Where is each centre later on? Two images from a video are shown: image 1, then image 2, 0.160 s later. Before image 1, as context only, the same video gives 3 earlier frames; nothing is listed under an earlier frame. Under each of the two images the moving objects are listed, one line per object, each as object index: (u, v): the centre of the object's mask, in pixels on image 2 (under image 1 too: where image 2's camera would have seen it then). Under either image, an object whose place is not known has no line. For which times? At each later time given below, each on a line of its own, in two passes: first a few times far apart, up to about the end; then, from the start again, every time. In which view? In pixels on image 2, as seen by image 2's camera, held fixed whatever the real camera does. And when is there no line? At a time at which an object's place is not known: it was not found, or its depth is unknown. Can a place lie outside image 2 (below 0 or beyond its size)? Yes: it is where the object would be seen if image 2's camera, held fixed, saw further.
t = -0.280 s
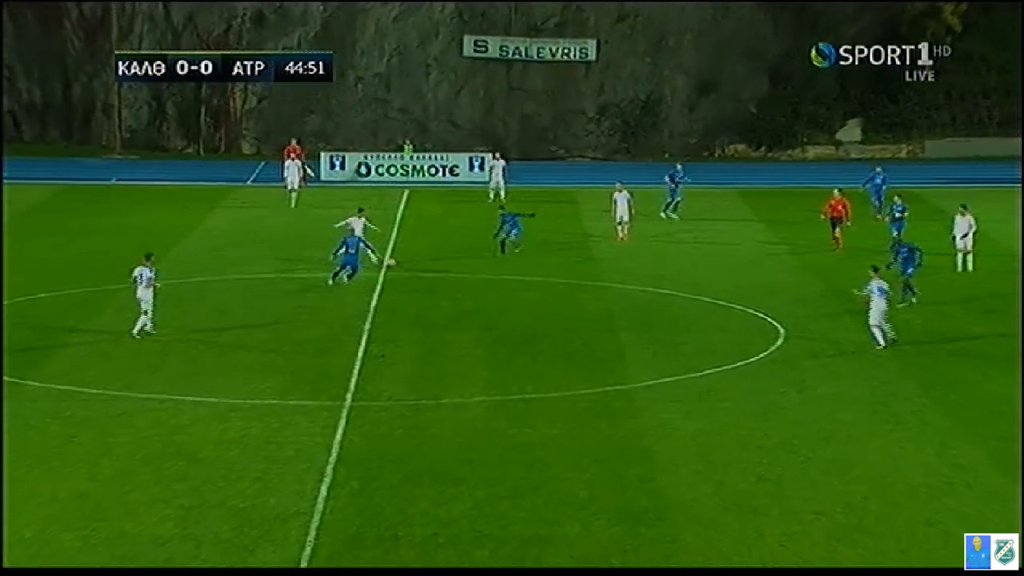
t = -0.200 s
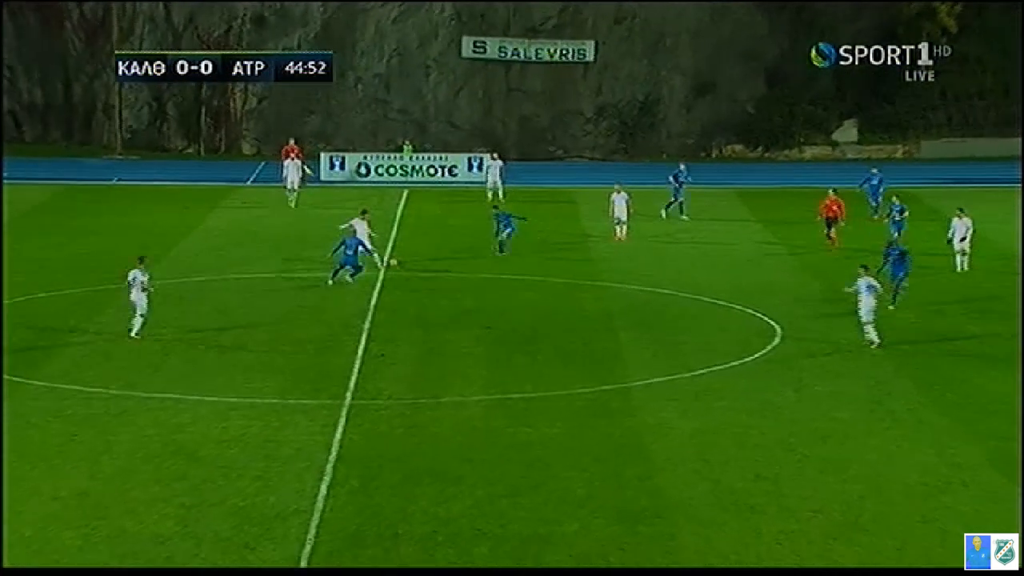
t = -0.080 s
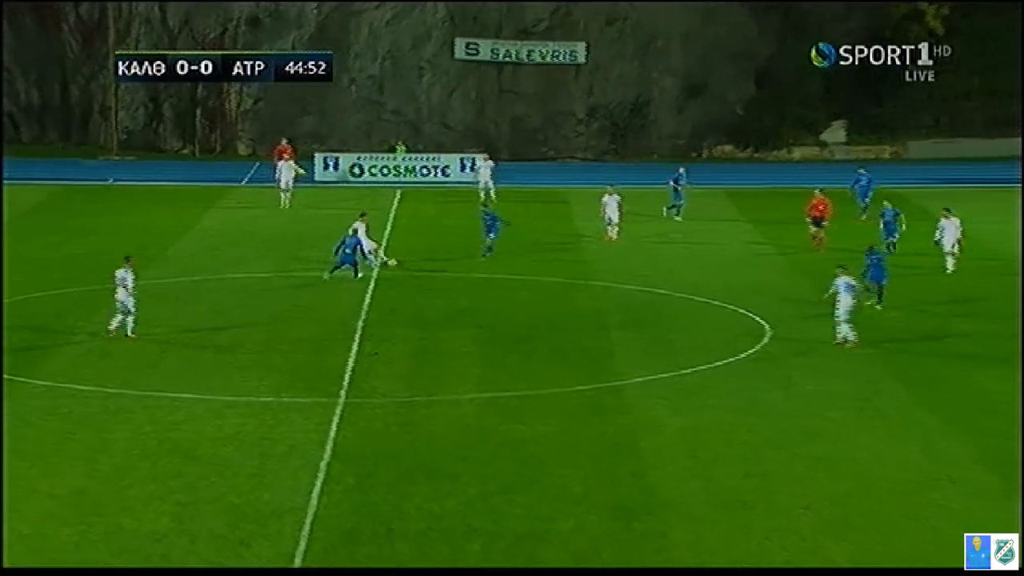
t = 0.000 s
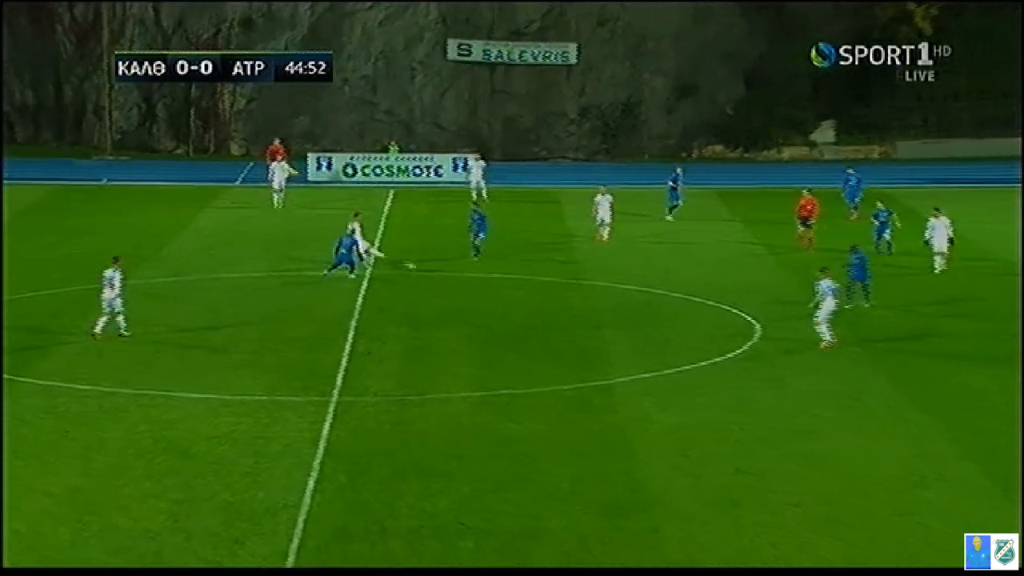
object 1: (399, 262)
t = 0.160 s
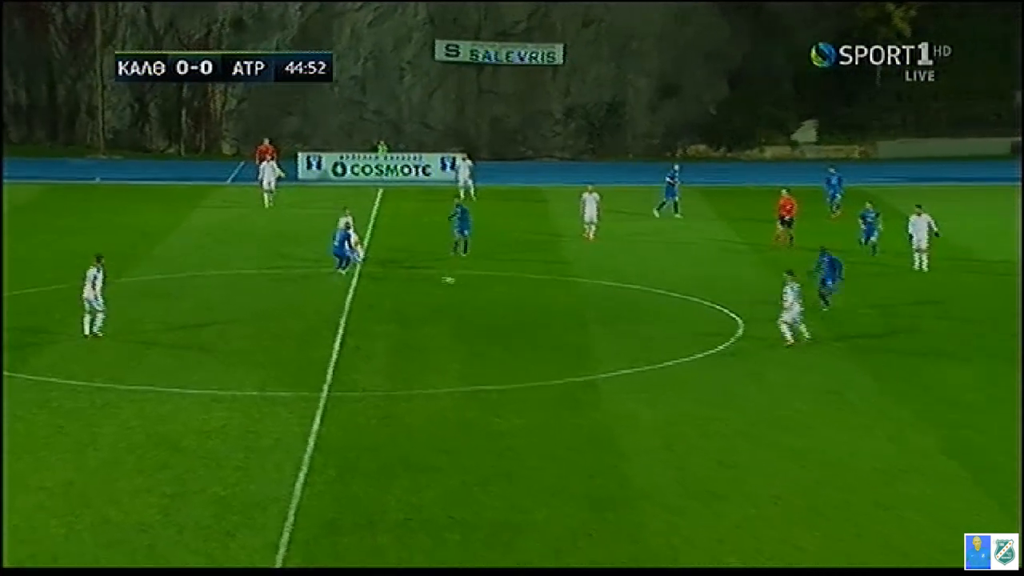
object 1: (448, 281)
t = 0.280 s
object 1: (482, 288)
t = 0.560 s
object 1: (554, 312)
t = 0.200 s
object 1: (459, 281)
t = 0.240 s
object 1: (470, 284)
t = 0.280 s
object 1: (482, 288)
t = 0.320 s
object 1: (492, 291)
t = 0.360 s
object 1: (503, 296)
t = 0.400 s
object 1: (514, 301)
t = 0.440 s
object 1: (523, 303)
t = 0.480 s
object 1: (533, 305)
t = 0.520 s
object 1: (543, 307)
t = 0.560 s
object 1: (554, 312)
